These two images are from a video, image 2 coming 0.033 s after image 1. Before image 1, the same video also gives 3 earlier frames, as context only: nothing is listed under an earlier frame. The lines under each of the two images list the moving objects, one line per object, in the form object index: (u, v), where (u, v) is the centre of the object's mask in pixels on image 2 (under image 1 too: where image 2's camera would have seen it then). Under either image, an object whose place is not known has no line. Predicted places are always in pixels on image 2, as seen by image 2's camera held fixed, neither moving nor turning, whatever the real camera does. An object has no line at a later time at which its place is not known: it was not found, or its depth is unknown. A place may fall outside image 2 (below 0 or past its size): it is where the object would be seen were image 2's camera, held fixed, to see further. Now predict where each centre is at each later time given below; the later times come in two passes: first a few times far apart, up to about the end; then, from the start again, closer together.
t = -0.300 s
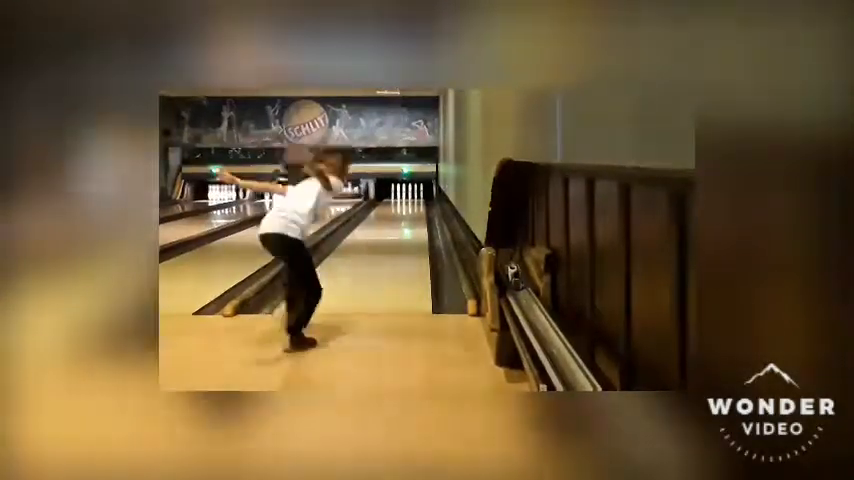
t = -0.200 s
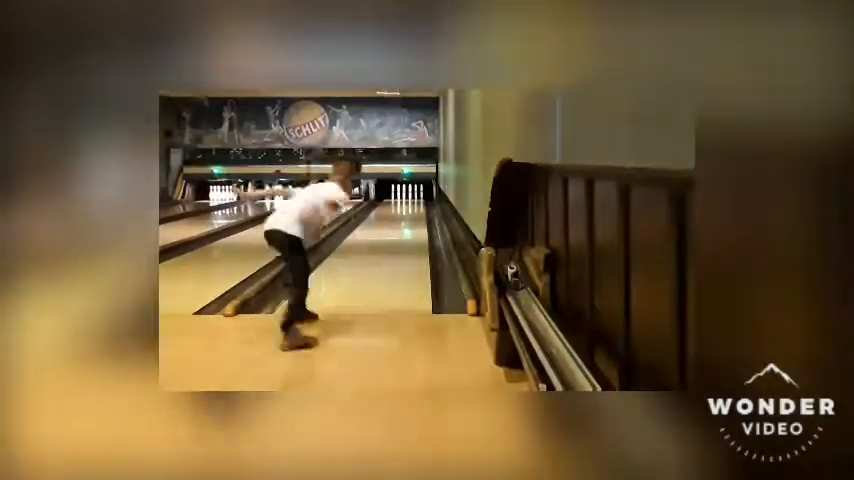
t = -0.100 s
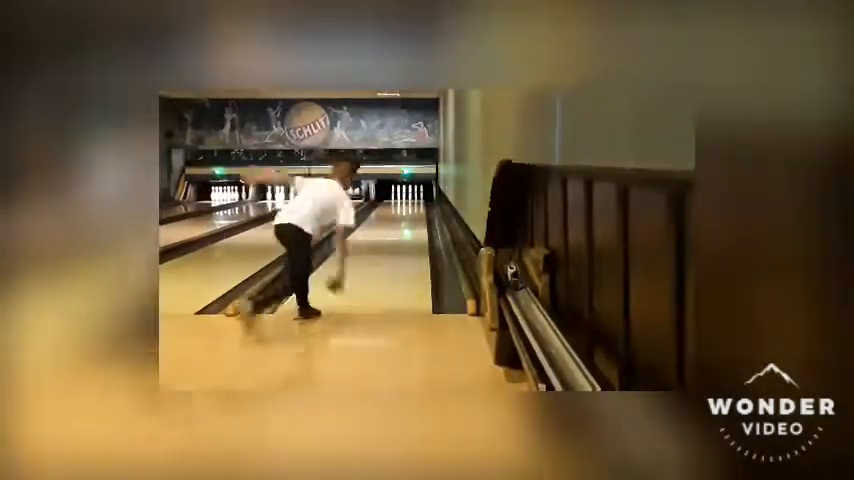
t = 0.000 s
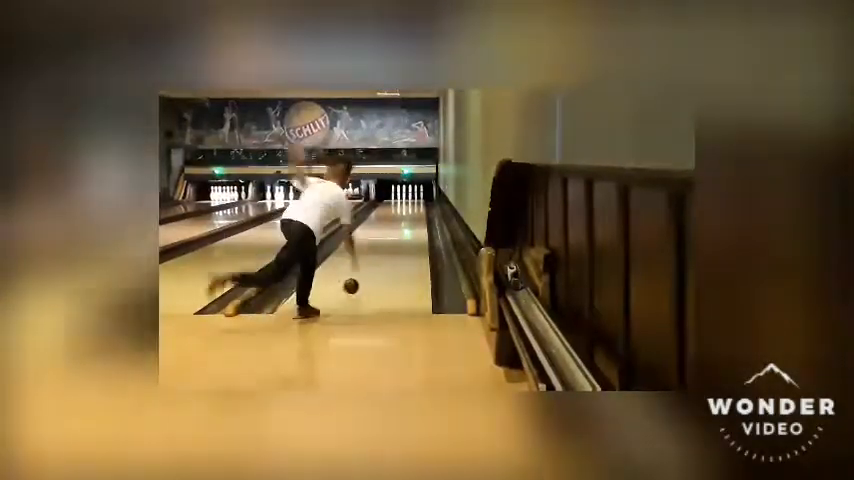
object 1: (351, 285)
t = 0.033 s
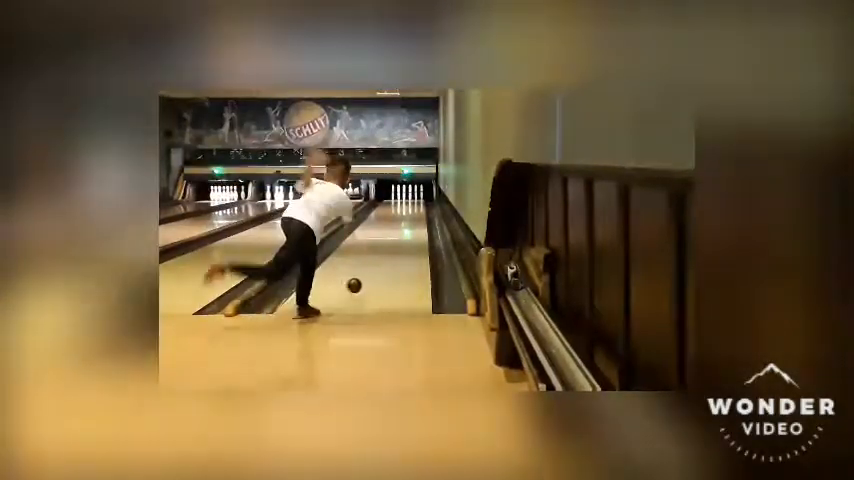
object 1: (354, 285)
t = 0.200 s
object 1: (367, 269)
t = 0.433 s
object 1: (377, 252)
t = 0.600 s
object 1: (382, 239)
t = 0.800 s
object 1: (386, 229)
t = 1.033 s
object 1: (390, 224)
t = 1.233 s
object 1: (390, 216)
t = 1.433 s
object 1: (391, 212)
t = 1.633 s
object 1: (391, 207)
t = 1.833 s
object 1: (391, 205)
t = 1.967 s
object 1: (390, 202)
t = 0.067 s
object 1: (356, 285)
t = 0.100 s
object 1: (360, 281)
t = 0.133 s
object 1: (362, 276)
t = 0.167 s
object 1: (364, 272)
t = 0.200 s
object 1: (367, 269)
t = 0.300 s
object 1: (371, 257)
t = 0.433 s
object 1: (377, 252)
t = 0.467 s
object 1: (379, 247)
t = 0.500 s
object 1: (381, 243)
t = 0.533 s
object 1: (380, 241)
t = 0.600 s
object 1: (382, 239)
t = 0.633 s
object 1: (383, 237)
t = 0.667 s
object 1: (383, 235)
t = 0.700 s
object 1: (384, 234)
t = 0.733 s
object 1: (385, 232)
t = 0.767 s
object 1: (385, 231)
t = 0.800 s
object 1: (386, 229)
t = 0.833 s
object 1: (387, 229)
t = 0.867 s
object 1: (387, 227)
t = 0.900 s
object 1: (387, 227)
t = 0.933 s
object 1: (387, 226)
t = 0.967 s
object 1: (388, 224)
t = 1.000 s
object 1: (388, 224)
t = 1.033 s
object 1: (390, 224)
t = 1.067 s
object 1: (389, 219)
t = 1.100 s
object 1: (390, 219)
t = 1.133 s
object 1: (389, 219)
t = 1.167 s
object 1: (390, 216)
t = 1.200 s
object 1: (390, 216)
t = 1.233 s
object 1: (390, 216)
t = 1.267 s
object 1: (390, 215)
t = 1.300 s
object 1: (391, 215)
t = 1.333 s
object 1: (390, 214)
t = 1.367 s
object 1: (391, 213)
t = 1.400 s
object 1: (391, 213)
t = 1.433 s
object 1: (391, 212)
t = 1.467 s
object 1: (391, 211)
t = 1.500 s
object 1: (391, 211)
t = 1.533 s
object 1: (392, 209)
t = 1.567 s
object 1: (393, 209)
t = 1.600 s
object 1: (391, 208)
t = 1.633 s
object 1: (391, 207)
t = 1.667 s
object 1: (391, 206)
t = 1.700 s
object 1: (391, 206)
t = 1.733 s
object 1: (391, 206)
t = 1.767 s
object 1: (390, 205)
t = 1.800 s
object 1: (391, 205)
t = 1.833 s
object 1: (391, 205)
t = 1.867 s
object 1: (391, 205)
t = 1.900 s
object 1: (391, 205)
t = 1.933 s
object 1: (391, 205)
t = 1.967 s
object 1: (390, 202)
